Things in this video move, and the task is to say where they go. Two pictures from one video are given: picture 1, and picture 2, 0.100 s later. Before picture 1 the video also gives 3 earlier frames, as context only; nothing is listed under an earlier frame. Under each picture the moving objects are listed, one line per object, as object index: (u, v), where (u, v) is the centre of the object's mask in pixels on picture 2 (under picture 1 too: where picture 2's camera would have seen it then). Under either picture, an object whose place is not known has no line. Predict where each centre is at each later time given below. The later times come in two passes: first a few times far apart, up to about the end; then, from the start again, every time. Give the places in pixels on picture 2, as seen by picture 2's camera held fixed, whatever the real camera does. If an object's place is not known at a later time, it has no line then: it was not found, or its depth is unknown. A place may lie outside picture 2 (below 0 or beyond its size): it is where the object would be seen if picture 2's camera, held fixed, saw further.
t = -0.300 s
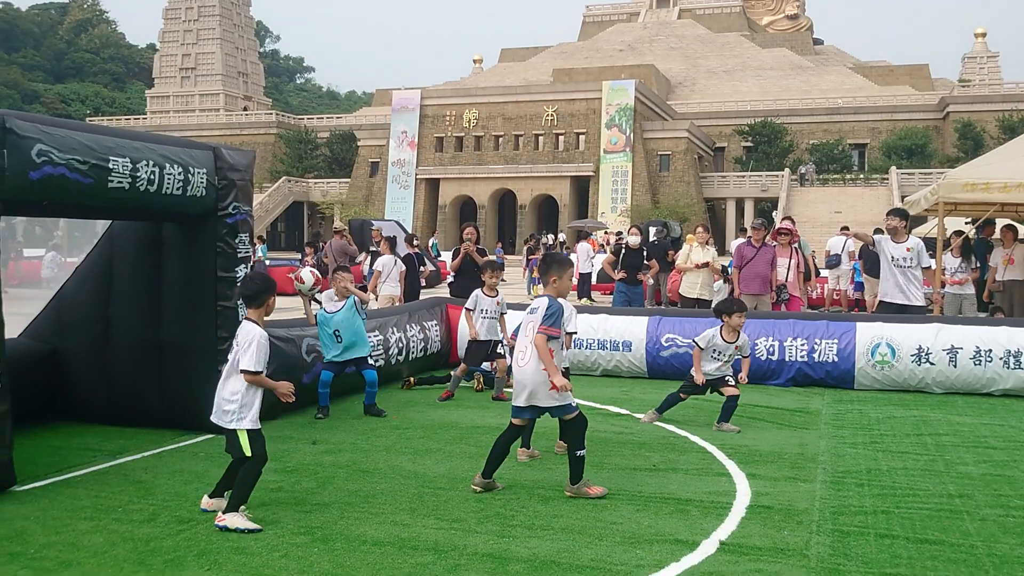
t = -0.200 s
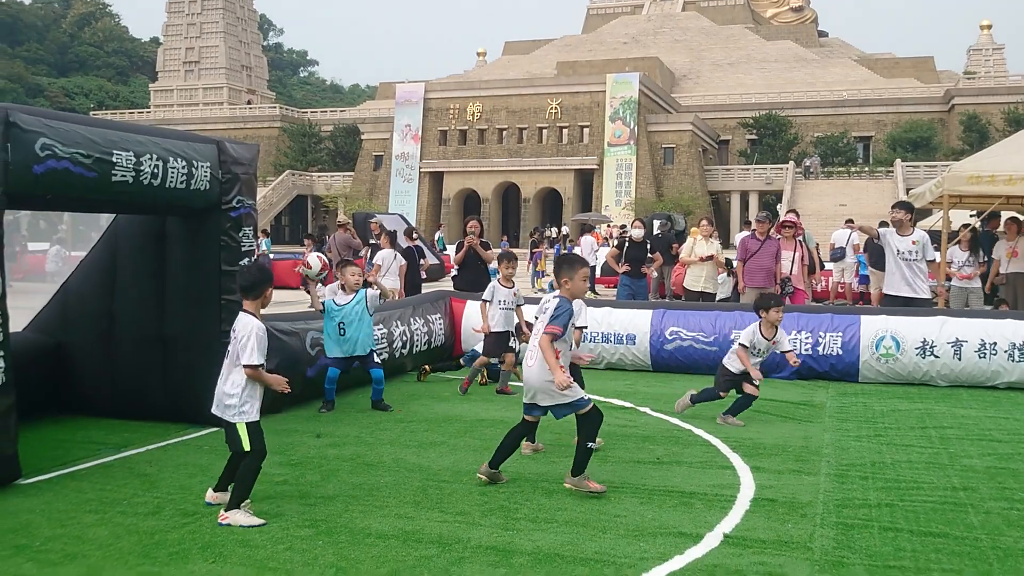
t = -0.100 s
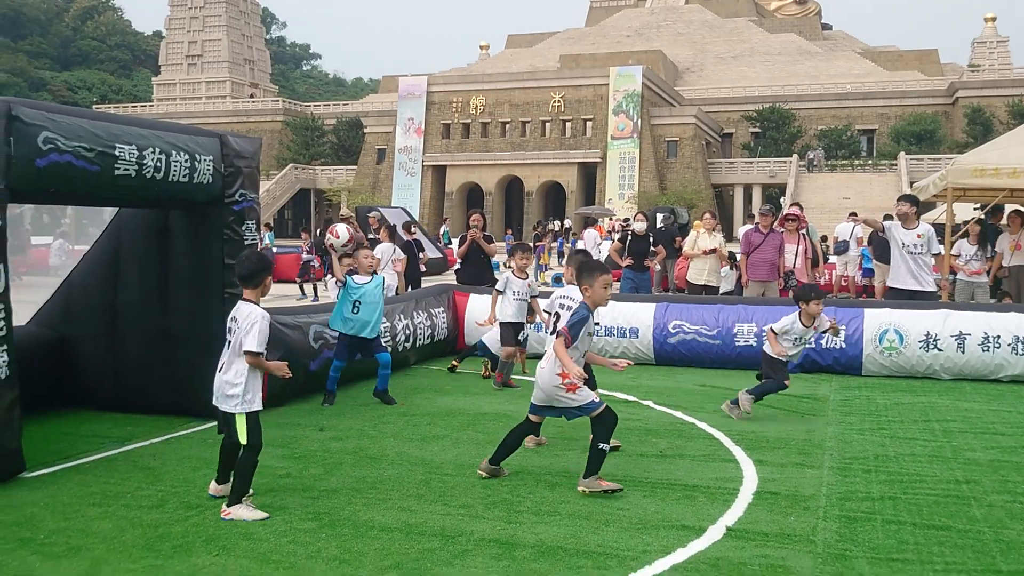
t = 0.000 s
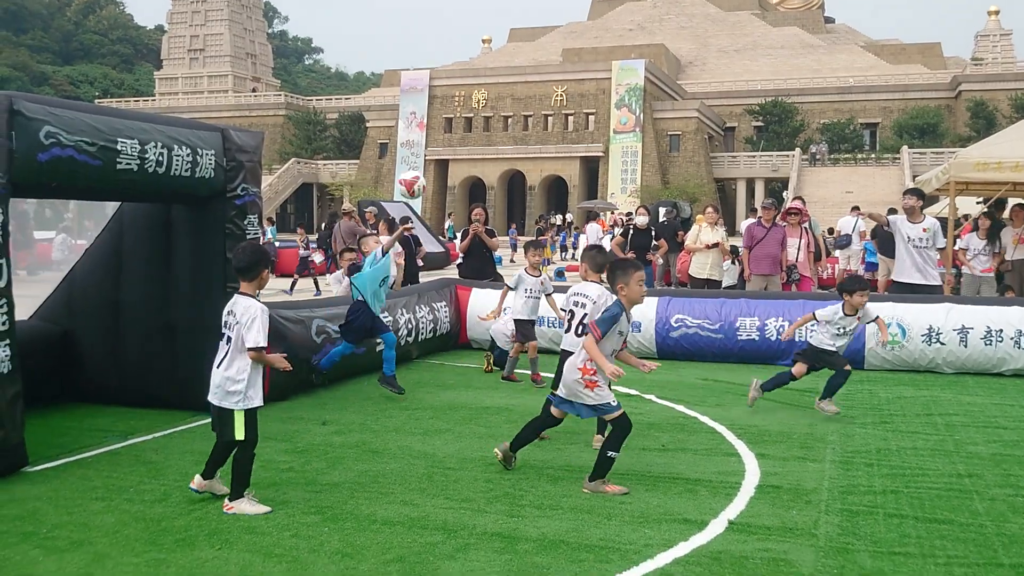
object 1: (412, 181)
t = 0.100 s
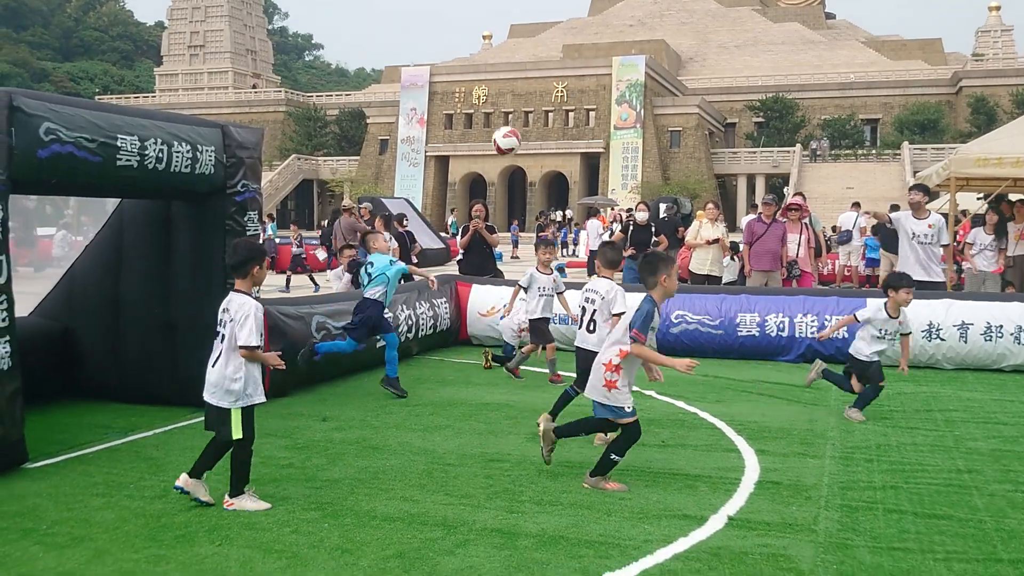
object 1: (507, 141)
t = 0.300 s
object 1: (706, 101)
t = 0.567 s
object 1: (995, 141)
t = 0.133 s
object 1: (539, 130)
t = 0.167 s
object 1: (571, 121)
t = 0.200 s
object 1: (604, 114)
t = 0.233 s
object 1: (638, 109)
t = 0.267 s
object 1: (672, 103)
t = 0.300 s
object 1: (706, 101)
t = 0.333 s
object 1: (741, 100)
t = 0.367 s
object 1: (776, 101)
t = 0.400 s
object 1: (810, 102)
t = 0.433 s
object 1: (845, 106)
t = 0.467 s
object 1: (882, 113)
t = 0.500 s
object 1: (918, 120)
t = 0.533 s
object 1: (955, 129)
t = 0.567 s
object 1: (995, 141)
